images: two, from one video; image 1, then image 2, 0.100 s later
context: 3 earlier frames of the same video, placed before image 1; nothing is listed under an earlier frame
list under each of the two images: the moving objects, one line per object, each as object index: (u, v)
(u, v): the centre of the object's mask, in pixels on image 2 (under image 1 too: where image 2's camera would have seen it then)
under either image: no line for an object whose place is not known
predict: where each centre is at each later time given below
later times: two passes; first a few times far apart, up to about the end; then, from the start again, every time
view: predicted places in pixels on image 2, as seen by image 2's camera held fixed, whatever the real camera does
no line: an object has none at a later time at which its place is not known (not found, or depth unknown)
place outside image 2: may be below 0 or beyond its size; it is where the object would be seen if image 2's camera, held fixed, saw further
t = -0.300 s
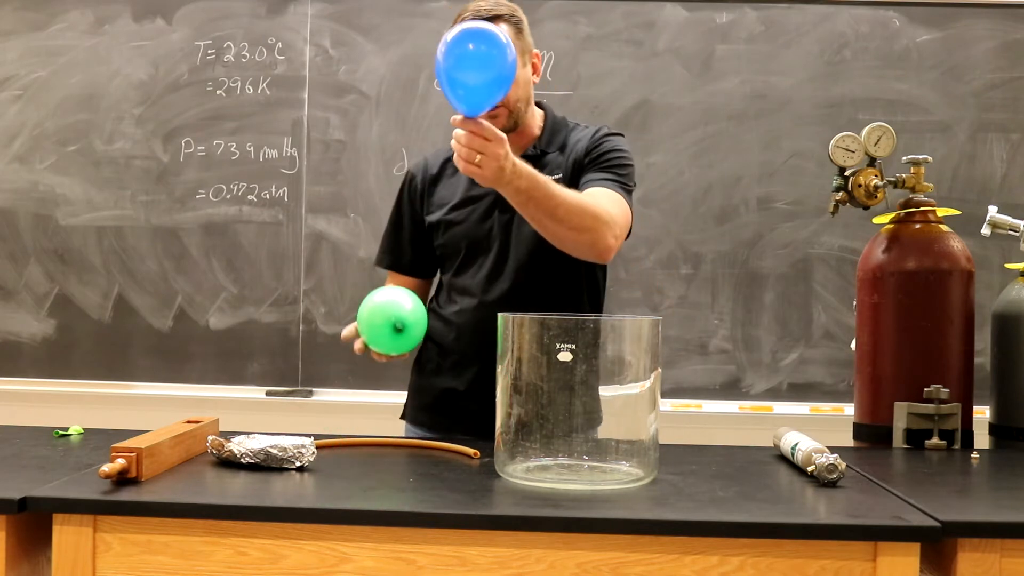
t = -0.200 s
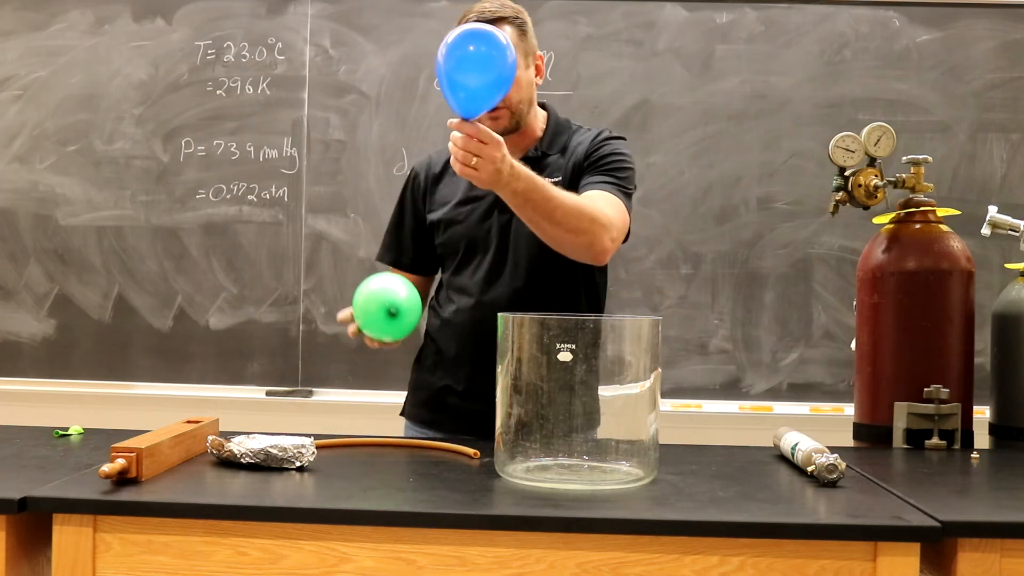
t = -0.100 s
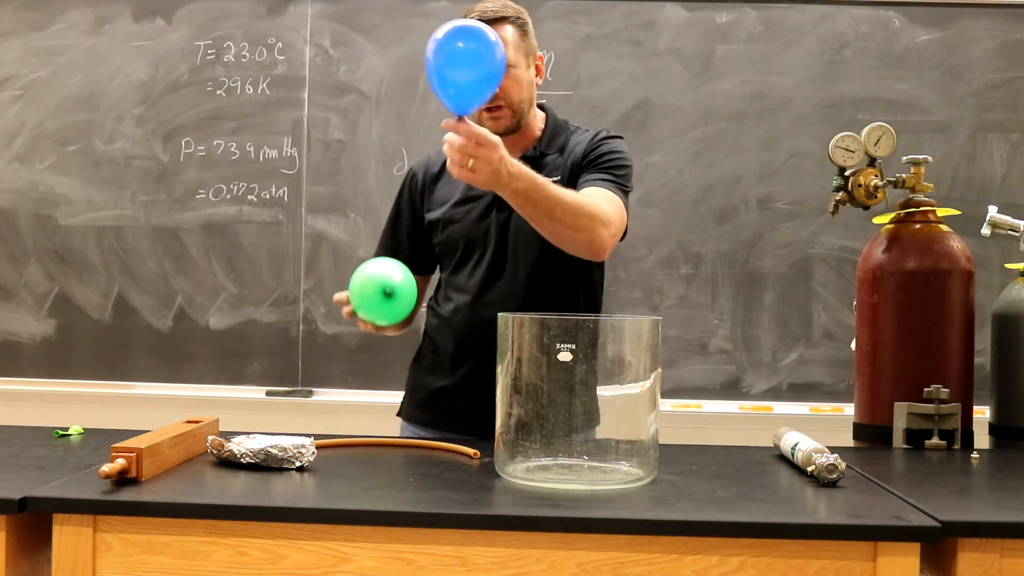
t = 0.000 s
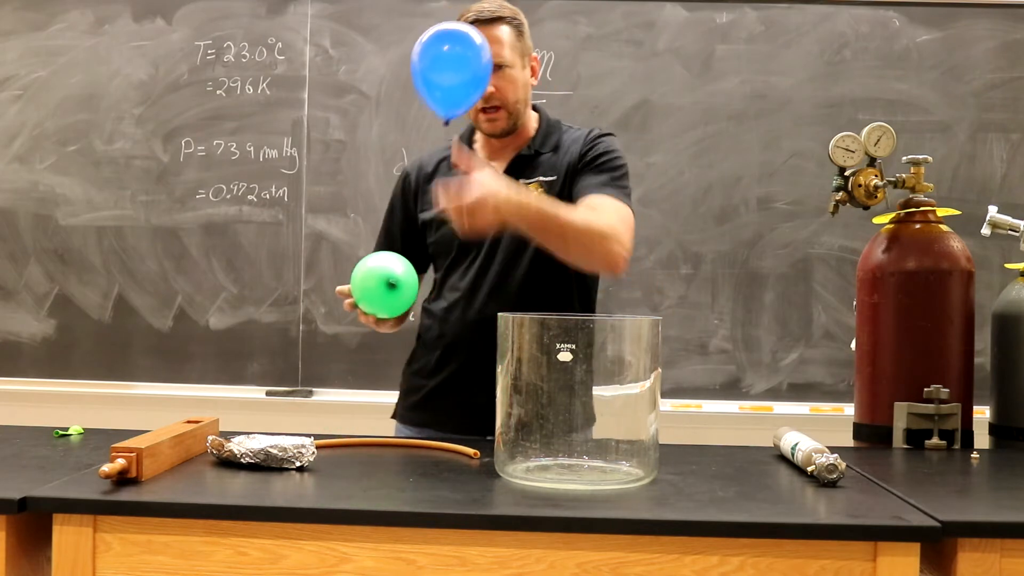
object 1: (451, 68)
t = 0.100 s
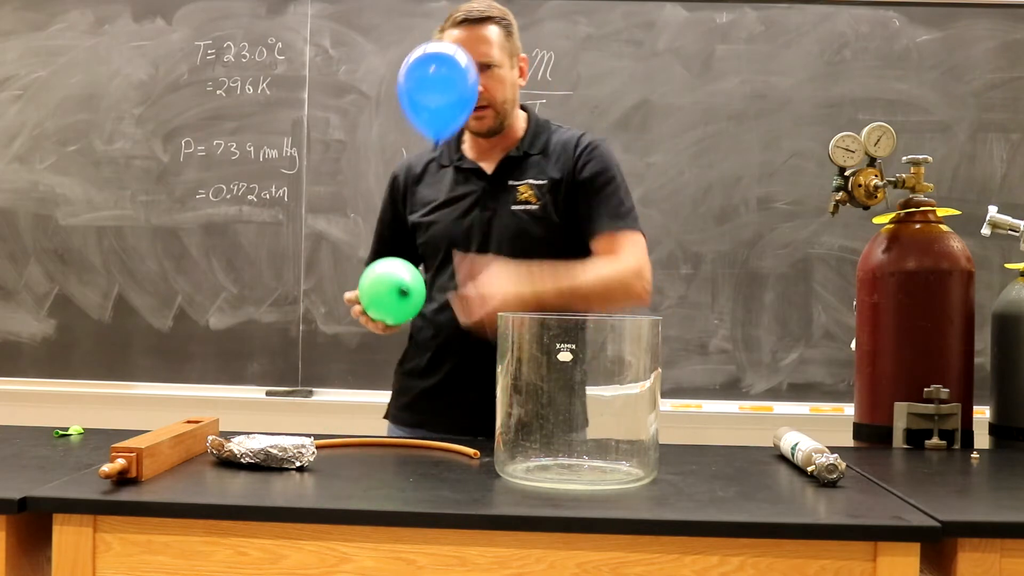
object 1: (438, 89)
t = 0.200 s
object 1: (425, 130)
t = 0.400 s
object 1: (410, 259)
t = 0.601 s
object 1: (423, 416)
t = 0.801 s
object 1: (384, 413)
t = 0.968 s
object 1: (360, 416)
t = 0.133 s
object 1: (433, 100)
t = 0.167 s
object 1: (429, 114)
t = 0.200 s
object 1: (425, 130)
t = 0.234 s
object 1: (421, 147)
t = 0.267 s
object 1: (417, 166)
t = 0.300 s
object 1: (414, 187)
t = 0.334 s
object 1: (412, 210)
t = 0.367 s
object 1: (411, 232)
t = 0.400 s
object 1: (410, 259)
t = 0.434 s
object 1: (411, 282)
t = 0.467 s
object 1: (412, 310)
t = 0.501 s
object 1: (414, 339)
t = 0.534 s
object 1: (416, 366)
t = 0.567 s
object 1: (418, 389)
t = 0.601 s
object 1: (423, 416)
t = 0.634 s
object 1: (420, 423)
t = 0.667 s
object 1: (411, 417)
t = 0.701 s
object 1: (404, 414)
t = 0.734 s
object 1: (397, 412)
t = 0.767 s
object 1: (390, 412)
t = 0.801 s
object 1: (384, 413)
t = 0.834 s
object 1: (378, 416)
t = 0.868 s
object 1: (373, 417)
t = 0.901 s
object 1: (368, 417)
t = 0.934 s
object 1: (363, 417)
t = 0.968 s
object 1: (360, 416)
